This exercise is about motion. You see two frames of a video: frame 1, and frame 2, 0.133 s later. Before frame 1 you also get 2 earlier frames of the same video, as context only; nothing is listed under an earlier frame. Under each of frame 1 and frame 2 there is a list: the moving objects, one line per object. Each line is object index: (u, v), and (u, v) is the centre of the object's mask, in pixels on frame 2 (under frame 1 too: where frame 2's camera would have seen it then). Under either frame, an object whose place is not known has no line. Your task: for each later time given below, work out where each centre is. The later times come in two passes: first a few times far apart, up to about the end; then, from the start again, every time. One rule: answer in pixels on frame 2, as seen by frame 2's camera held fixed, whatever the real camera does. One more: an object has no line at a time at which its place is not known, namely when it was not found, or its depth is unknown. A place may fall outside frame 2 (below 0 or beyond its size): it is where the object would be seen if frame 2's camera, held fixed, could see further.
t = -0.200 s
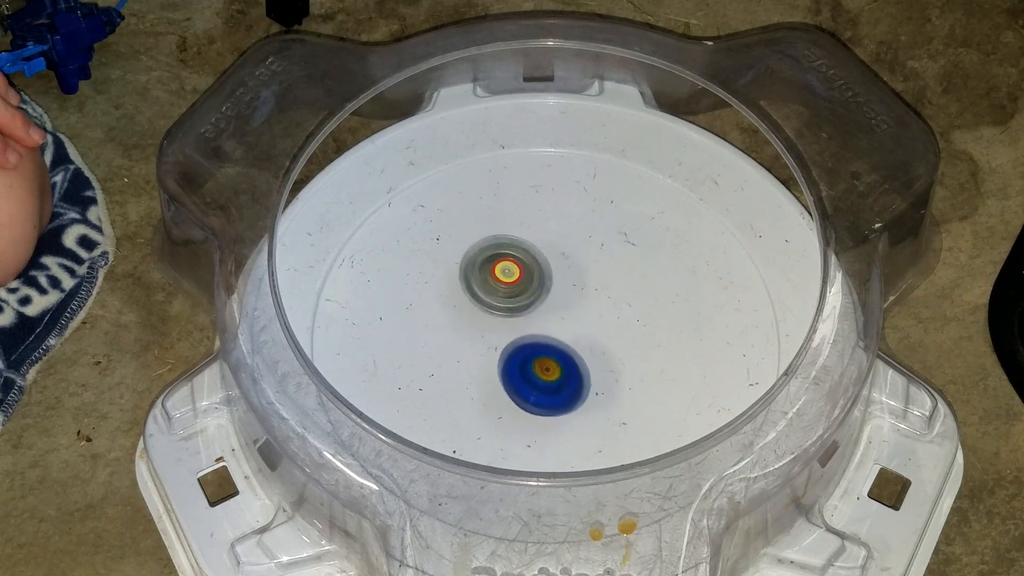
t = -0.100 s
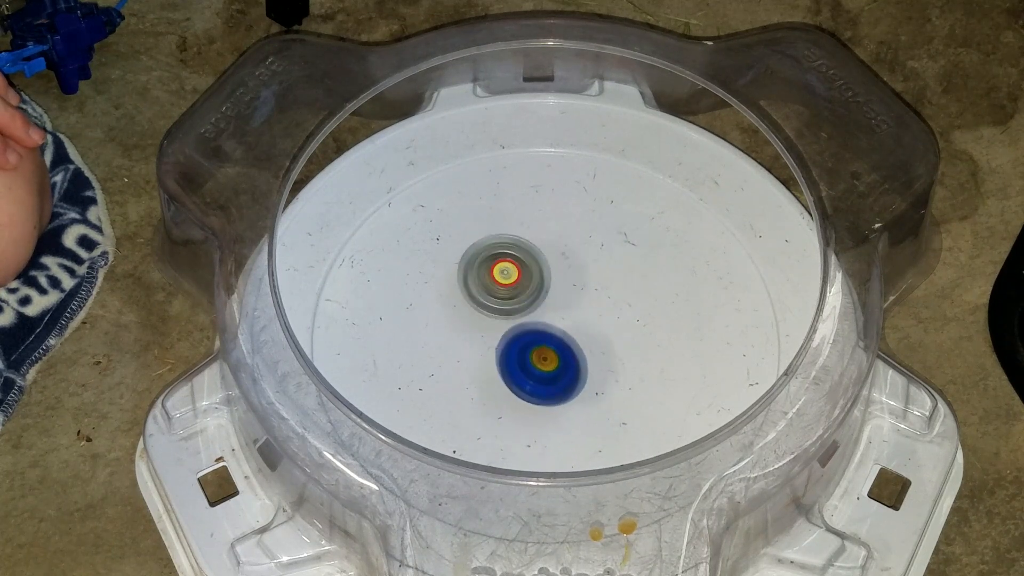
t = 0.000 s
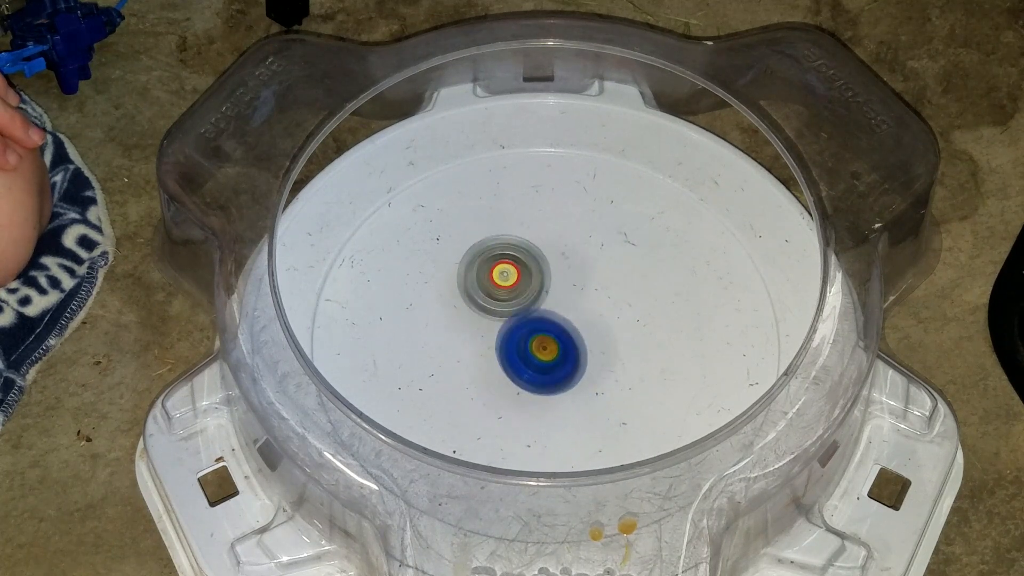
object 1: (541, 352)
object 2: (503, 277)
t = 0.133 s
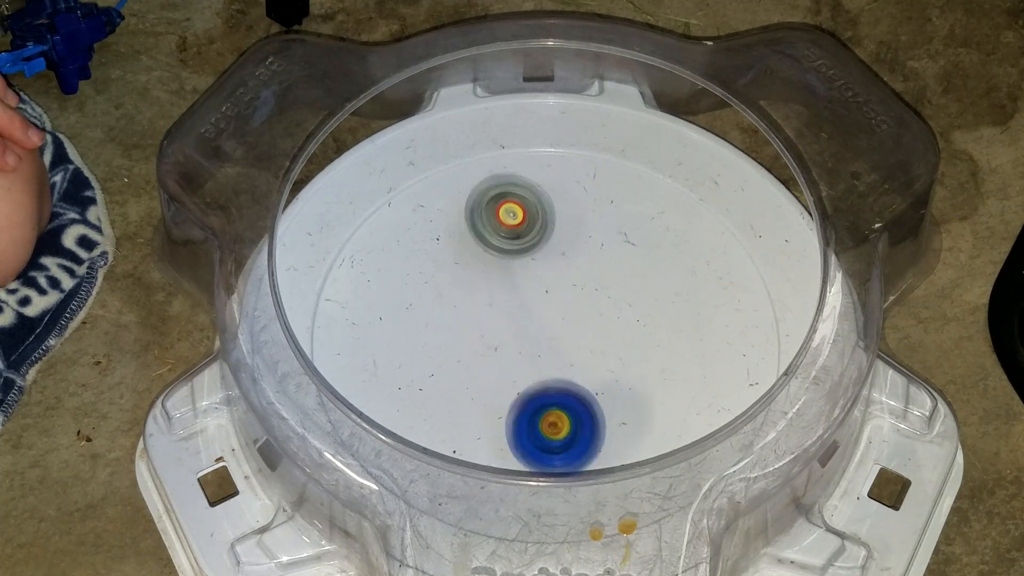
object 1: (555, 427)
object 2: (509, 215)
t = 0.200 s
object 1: (561, 431)
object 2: (513, 217)
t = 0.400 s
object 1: (580, 420)
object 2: (516, 234)
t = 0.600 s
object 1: (589, 410)
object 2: (522, 284)
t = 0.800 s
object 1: (613, 425)
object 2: (507, 336)
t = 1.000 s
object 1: (639, 436)
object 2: (465, 311)
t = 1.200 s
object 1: (640, 426)
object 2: (469, 314)
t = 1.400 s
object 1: (629, 406)
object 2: (476, 319)
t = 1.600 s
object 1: (620, 379)
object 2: (513, 338)
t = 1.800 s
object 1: (659, 376)
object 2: (487, 329)
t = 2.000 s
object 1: (662, 360)
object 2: (489, 331)
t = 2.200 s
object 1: (663, 352)
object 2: (499, 330)
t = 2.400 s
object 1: (658, 350)
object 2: (545, 340)
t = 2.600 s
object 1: (650, 352)
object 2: (555, 333)
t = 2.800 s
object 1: (636, 343)
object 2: (527, 297)
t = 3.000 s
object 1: (632, 327)
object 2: (529, 282)
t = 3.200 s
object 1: (635, 314)
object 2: (549, 286)
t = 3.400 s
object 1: (706, 366)
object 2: (492, 249)
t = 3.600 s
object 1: (693, 354)
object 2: (502, 265)
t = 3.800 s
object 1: (681, 345)
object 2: (509, 280)
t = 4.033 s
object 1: (605, 330)
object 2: (495, 284)
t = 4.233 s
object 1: (458, 393)
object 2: (483, 273)
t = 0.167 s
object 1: (558, 430)
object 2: (513, 216)
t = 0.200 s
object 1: (561, 431)
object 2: (513, 217)
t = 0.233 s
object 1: (565, 429)
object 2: (512, 219)
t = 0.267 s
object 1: (568, 427)
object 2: (513, 220)
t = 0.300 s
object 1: (572, 426)
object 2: (514, 222)
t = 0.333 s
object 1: (575, 424)
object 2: (515, 226)
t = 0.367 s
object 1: (577, 422)
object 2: (516, 228)
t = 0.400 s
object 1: (580, 420)
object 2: (516, 234)
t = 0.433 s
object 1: (582, 419)
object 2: (518, 238)
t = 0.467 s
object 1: (584, 417)
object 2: (519, 244)
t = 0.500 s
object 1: (586, 415)
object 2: (520, 253)
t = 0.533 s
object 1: (587, 413)
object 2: (521, 261)
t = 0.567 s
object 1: (588, 412)
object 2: (521, 272)
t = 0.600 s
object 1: (589, 410)
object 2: (522, 284)
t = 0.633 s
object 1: (590, 408)
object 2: (522, 297)
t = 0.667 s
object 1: (591, 406)
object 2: (523, 311)
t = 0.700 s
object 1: (592, 405)
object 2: (523, 324)
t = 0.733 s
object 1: (592, 404)
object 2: (524, 337)
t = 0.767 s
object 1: (593, 402)
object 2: (524, 349)
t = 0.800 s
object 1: (613, 425)
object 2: (507, 336)
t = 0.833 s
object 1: (628, 435)
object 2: (492, 324)
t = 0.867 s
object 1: (638, 446)
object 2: (481, 315)
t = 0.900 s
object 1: (640, 449)
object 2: (473, 310)
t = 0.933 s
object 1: (640, 446)
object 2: (468, 310)
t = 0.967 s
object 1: (638, 437)
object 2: (465, 310)
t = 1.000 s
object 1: (639, 436)
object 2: (465, 311)
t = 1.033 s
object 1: (639, 434)
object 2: (466, 310)
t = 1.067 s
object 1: (640, 433)
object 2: (468, 311)
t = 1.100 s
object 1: (641, 431)
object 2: (468, 311)
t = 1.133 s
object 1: (641, 430)
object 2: (469, 313)
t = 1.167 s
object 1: (641, 428)
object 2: (468, 314)
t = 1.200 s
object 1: (640, 426)
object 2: (469, 314)
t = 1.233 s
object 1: (639, 423)
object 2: (469, 315)
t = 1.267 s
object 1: (637, 420)
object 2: (471, 315)
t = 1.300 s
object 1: (635, 417)
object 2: (472, 317)
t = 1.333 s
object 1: (634, 414)
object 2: (474, 318)
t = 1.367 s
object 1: (631, 410)
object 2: (474, 319)
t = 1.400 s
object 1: (629, 406)
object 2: (476, 319)
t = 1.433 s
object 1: (627, 402)
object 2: (481, 321)
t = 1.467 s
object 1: (625, 398)
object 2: (486, 322)
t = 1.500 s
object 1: (623, 393)
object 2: (492, 327)
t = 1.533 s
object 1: (622, 389)
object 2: (498, 330)
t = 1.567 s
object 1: (621, 384)
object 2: (506, 334)
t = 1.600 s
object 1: (620, 379)
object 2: (513, 338)
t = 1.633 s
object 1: (619, 374)
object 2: (520, 344)
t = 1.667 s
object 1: (619, 370)
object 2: (527, 349)
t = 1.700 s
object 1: (635, 373)
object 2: (518, 343)
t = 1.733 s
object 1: (650, 377)
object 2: (503, 336)
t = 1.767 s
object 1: (658, 378)
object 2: (495, 331)
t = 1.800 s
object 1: (659, 376)
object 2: (487, 329)
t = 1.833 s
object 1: (660, 373)
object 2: (484, 327)
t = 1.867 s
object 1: (660, 370)
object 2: (483, 325)
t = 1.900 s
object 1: (660, 368)
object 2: (486, 325)
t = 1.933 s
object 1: (660, 365)
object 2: (488, 326)
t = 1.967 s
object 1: (661, 363)
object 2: (489, 329)
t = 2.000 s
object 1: (662, 360)
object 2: (489, 331)
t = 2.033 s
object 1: (662, 359)
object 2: (489, 331)
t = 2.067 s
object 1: (663, 357)
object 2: (488, 332)
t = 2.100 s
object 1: (663, 355)
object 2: (488, 331)
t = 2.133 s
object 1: (663, 354)
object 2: (491, 331)
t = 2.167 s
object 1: (663, 353)
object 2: (494, 331)
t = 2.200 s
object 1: (663, 352)
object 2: (499, 330)
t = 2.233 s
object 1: (663, 351)
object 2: (506, 332)
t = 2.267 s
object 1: (662, 351)
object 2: (512, 333)
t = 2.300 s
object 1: (661, 351)
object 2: (520, 333)
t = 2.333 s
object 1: (661, 350)
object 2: (527, 335)
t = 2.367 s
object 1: (660, 350)
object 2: (536, 337)
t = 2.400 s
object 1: (658, 350)
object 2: (545, 340)
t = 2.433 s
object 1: (656, 350)
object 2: (552, 342)
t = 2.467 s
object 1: (654, 350)
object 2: (558, 344)
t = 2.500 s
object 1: (655, 351)
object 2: (559, 340)
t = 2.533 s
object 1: (655, 351)
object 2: (556, 339)
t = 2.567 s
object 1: (652, 351)
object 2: (557, 335)
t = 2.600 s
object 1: (650, 352)
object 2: (555, 333)
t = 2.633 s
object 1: (649, 353)
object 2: (551, 325)
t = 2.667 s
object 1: (646, 352)
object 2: (545, 318)
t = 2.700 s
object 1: (642, 350)
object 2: (539, 314)
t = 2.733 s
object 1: (640, 348)
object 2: (534, 308)
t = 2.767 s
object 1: (637, 345)
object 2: (530, 301)
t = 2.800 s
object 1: (636, 343)
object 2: (527, 297)
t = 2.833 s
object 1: (635, 340)
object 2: (526, 292)
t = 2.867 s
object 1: (634, 338)
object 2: (525, 287)
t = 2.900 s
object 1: (633, 335)
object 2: (526, 284)
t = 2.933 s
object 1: (633, 333)
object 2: (526, 282)
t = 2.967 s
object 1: (633, 330)
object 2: (527, 282)
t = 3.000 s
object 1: (632, 327)
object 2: (529, 282)
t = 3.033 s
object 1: (633, 325)
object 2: (529, 282)
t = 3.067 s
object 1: (633, 323)
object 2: (530, 280)
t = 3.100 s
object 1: (633, 320)
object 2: (533, 279)
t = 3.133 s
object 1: (634, 318)
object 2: (538, 281)
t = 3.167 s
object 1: (634, 316)
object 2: (543, 284)
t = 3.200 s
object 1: (635, 314)
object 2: (549, 286)
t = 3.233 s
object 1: (651, 327)
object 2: (542, 273)
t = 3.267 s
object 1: (669, 342)
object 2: (525, 263)
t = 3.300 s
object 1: (682, 353)
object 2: (513, 258)
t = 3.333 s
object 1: (692, 361)
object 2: (498, 252)
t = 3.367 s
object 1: (700, 365)
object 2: (492, 246)
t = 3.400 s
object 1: (706, 366)
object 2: (492, 249)
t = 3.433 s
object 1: (707, 366)
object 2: (492, 249)
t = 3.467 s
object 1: (706, 365)
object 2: (493, 252)
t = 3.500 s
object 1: (703, 362)
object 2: (491, 253)
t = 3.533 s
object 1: (699, 359)
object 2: (495, 254)
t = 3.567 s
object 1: (695, 356)
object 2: (499, 260)
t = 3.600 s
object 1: (693, 354)
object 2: (502, 265)
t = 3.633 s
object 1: (690, 351)
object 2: (507, 268)
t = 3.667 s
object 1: (688, 350)
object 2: (511, 274)
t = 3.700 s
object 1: (687, 348)
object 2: (510, 279)
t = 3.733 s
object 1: (685, 347)
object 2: (508, 279)
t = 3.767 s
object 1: (683, 346)
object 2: (508, 279)
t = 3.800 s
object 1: (681, 345)
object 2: (509, 280)
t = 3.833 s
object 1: (680, 344)
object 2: (509, 283)
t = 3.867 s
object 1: (678, 343)
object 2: (506, 286)
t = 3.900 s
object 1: (673, 341)
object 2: (504, 286)
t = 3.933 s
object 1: (663, 339)
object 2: (500, 286)
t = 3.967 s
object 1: (649, 336)
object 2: (497, 286)
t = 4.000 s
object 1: (629, 333)
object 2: (496, 285)
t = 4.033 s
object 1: (605, 330)
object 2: (495, 284)
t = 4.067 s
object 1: (578, 327)
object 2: (495, 284)
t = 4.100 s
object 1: (548, 330)
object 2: (493, 281)
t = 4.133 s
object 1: (526, 343)
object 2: (487, 274)
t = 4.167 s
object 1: (500, 358)
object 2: (484, 272)
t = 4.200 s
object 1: (477, 375)
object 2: (483, 273)
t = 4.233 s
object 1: (458, 393)
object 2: (483, 273)
